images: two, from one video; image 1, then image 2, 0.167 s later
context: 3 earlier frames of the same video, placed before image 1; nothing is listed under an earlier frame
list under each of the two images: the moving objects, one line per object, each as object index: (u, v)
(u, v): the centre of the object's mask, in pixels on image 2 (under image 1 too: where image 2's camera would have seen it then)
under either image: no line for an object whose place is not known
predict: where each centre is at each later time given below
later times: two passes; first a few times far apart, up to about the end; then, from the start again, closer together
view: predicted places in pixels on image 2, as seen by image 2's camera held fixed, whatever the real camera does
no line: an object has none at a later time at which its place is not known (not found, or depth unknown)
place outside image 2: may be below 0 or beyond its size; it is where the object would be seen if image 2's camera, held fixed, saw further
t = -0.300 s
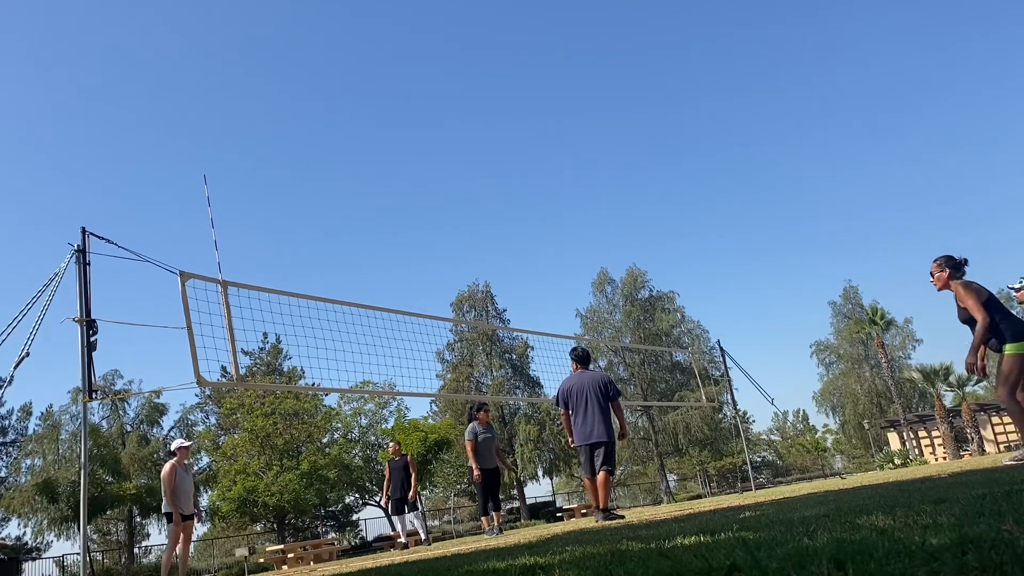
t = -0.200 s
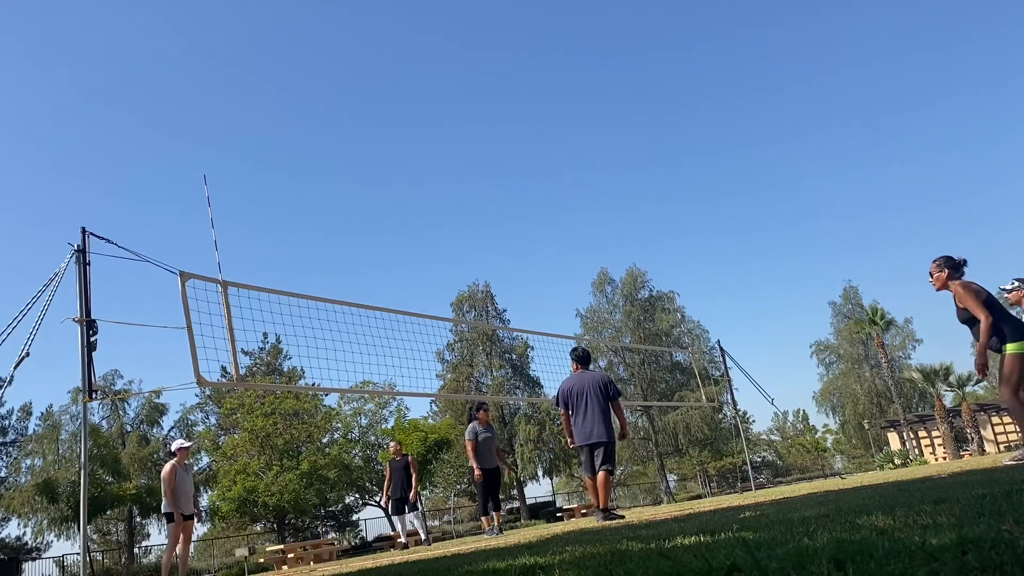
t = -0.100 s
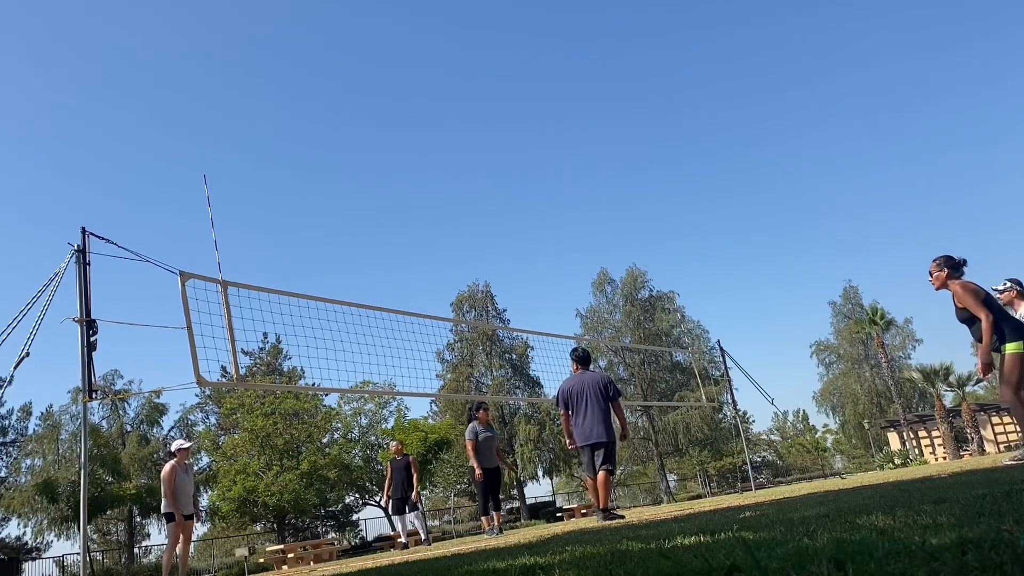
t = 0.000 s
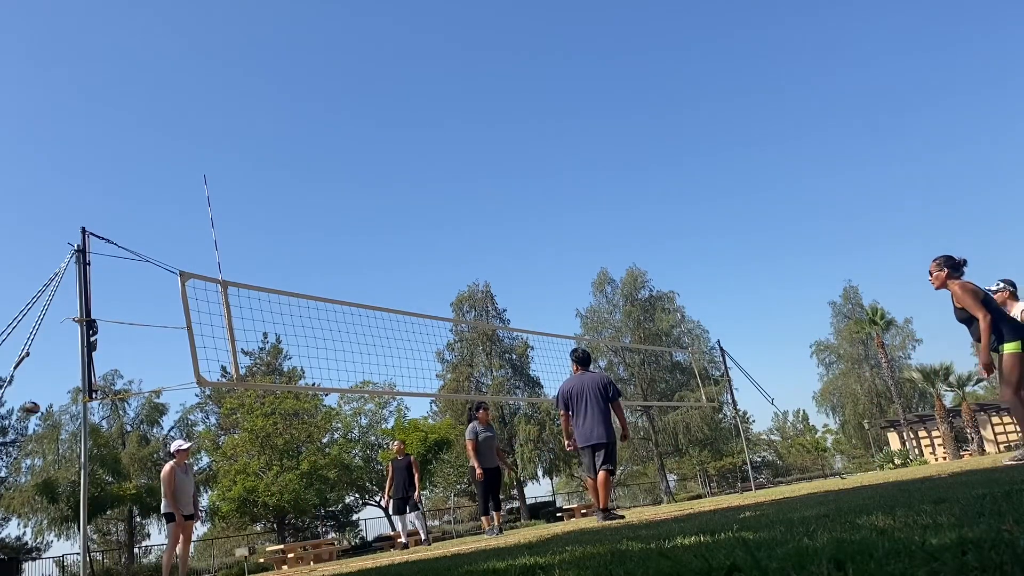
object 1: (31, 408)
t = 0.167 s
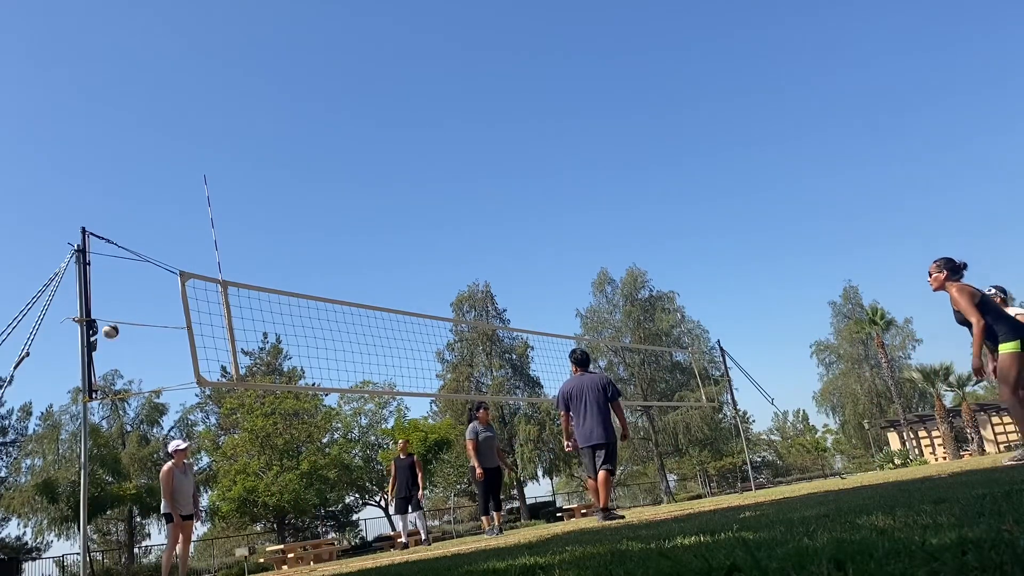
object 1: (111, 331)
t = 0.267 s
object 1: (162, 289)
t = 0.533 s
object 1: (321, 205)
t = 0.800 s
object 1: (529, 155)
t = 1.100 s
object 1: (892, 165)
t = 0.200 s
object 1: (127, 316)
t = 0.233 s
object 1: (144, 303)
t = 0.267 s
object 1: (162, 289)
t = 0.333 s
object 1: (198, 265)
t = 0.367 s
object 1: (217, 253)
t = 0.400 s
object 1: (237, 242)
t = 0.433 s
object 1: (256, 232)
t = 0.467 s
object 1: (277, 222)
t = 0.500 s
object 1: (299, 213)
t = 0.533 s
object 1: (321, 205)
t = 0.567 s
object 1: (344, 196)
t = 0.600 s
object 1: (368, 188)
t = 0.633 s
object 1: (392, 181)
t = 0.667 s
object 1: (417, 175)
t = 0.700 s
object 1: (444, 168)
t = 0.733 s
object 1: (471, 164)
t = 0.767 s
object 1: (500, 159)
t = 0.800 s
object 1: (529, 155)
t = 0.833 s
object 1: (561, 152)
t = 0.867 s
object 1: (594, 149)
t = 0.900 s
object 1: (630, 148)
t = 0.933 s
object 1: (668, 148)
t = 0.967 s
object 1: (707, 148)
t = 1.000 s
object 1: (749, 150)
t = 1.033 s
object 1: (794, 153)
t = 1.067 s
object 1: (841, 158)
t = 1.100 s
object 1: (892, 165)
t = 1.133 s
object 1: (946, 173)
